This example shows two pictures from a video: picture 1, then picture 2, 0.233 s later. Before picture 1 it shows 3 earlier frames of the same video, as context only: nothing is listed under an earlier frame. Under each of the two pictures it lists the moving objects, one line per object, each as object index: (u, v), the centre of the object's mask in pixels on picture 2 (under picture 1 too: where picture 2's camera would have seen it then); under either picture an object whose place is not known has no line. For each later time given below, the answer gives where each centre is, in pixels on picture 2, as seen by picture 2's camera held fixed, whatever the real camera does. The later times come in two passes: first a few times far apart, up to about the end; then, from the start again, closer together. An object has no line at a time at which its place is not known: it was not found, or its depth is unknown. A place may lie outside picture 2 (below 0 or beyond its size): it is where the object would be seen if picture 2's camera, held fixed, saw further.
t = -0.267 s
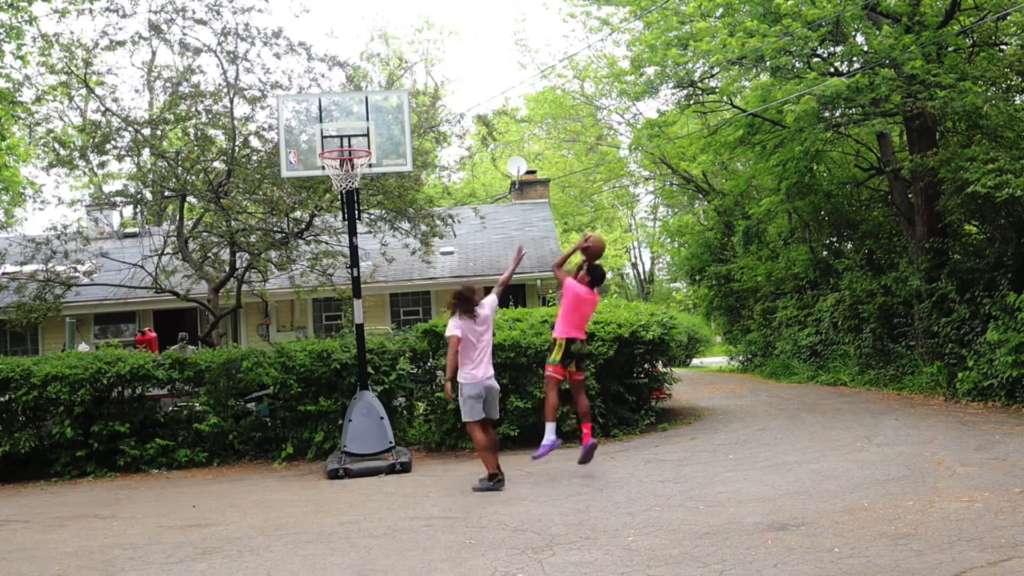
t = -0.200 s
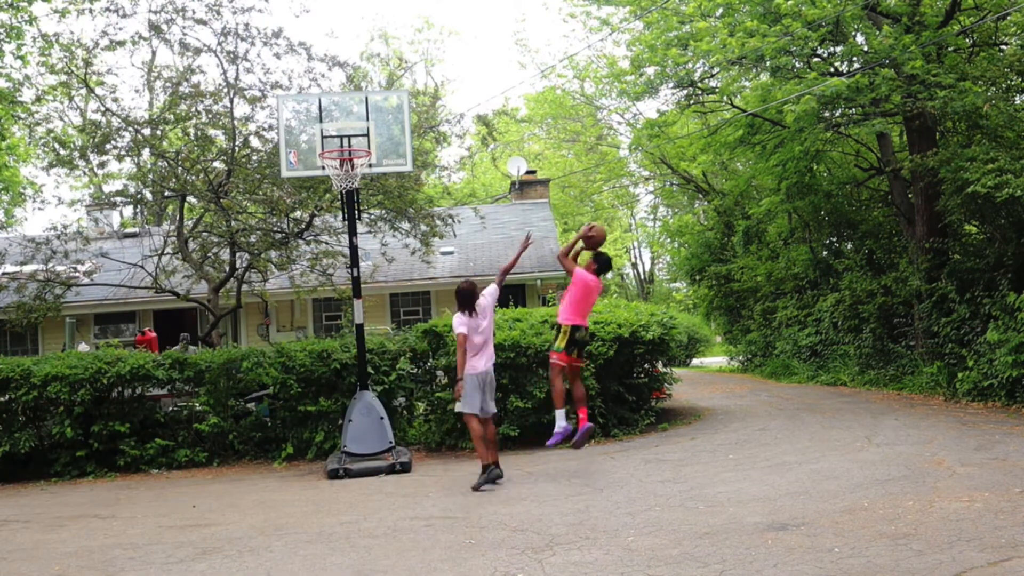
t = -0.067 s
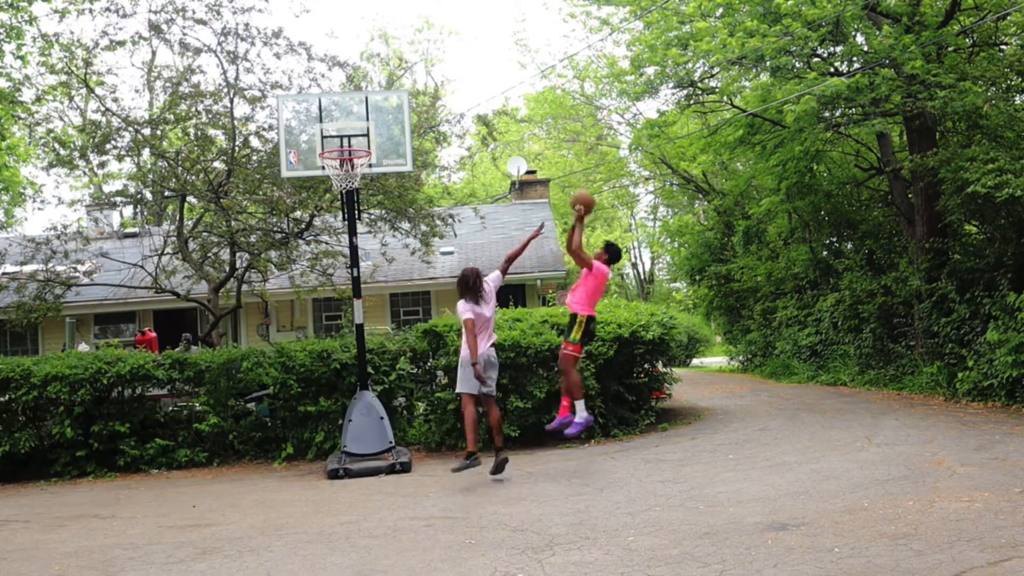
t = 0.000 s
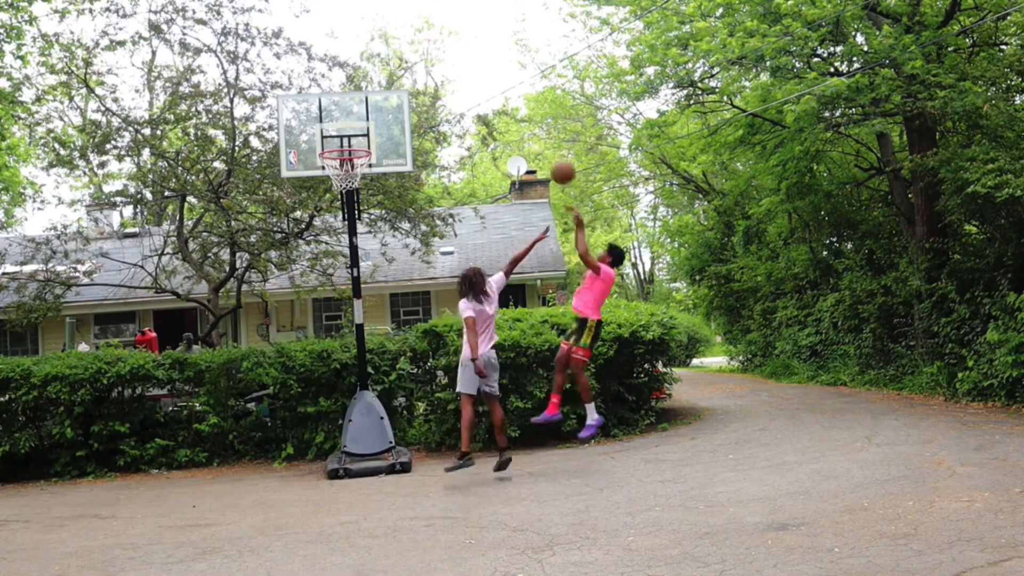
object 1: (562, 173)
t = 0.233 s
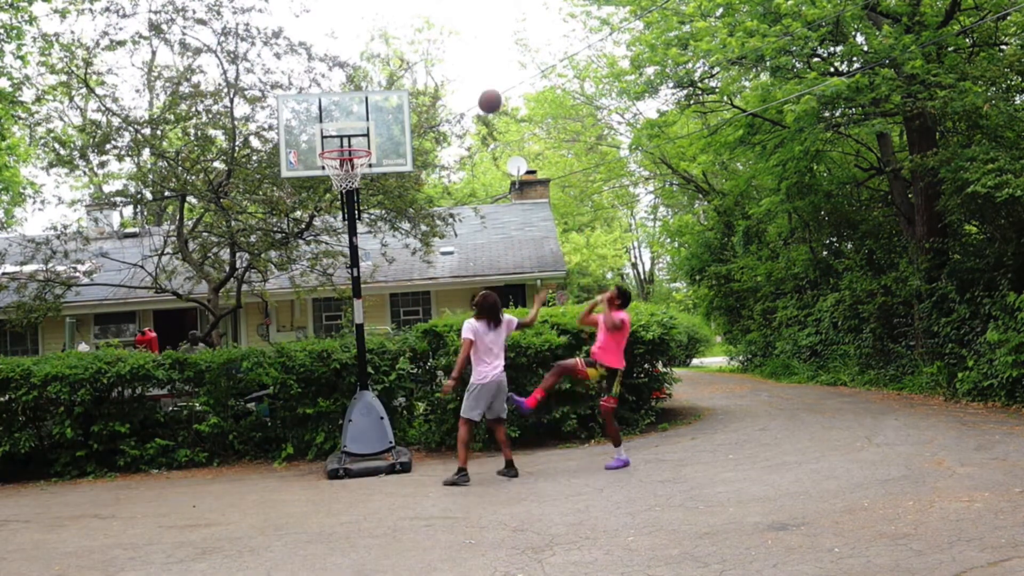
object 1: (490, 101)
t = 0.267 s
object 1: (479, 96)
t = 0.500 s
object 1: (413, 90)
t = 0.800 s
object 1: (338, 139)
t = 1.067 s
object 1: (307, 123)
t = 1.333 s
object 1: (277, 185)
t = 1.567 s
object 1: (250, 316)
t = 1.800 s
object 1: (223, 503)
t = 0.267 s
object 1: (479, 96)
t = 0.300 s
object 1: (469, 91)
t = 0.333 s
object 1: (460, 88)
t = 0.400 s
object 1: (440, 86)
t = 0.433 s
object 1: (431, 86)
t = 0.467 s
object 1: (421, 88)
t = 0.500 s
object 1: (413, 90)
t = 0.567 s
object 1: (394, 98)
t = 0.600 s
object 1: (385, 104)
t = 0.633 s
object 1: (376, 112)
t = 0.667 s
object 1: (366, 119)
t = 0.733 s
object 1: (349, 138)
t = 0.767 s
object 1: (342, 143)
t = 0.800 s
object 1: (338, 139)
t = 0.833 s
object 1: (334, 133)
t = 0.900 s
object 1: (326, 125)
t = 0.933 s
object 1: (322, 122)
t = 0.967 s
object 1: (319, 120)
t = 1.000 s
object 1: (315, 120)
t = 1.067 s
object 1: (307, 123)
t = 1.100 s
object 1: (303, 126)
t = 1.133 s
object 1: (299, 130)
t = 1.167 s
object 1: (296, 136)
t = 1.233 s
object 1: (287, 152)
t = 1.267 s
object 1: (285, 161)
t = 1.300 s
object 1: (280, 173)
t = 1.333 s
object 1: (277, 185)
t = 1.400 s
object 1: (269, 215)
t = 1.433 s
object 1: (266, 232)
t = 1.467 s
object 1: (262, 250)
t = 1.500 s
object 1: (258, 271)
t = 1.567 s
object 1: (250, 316)
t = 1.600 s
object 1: (248, 342)
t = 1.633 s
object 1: (242, 370)
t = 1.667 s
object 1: (239, 396)
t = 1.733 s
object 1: (231, 461)
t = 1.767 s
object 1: (228, 496)
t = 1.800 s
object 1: (223, 503)
